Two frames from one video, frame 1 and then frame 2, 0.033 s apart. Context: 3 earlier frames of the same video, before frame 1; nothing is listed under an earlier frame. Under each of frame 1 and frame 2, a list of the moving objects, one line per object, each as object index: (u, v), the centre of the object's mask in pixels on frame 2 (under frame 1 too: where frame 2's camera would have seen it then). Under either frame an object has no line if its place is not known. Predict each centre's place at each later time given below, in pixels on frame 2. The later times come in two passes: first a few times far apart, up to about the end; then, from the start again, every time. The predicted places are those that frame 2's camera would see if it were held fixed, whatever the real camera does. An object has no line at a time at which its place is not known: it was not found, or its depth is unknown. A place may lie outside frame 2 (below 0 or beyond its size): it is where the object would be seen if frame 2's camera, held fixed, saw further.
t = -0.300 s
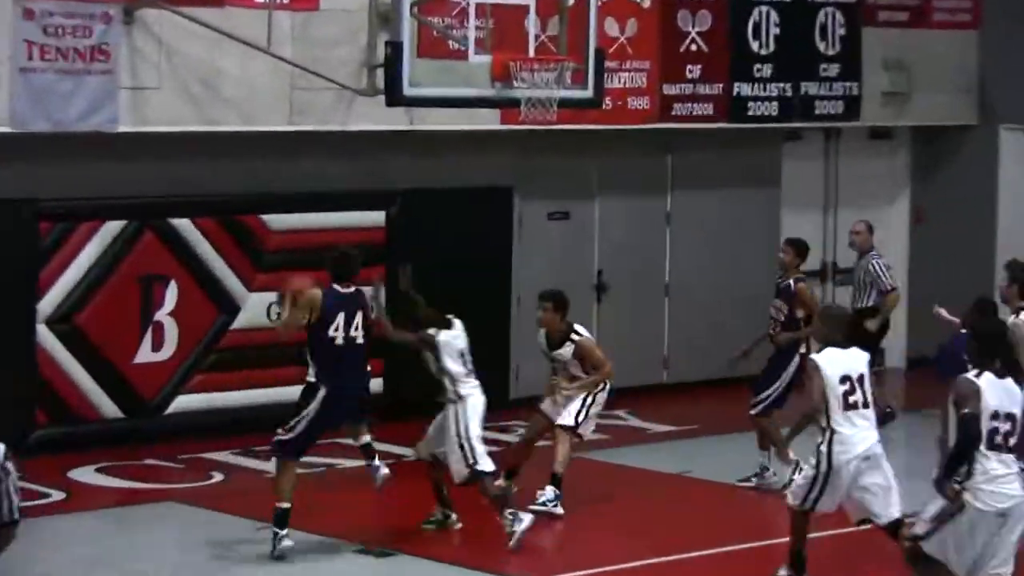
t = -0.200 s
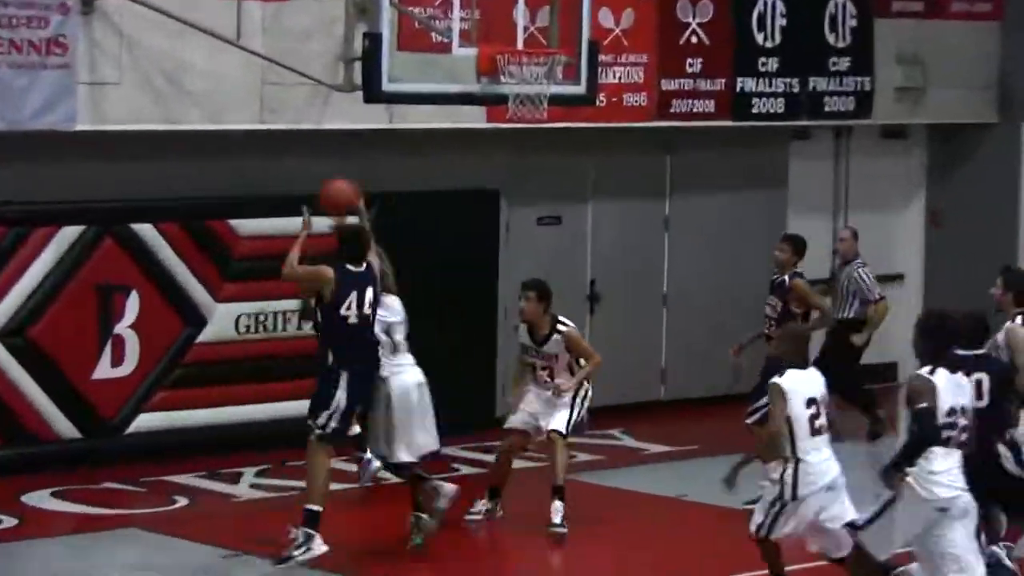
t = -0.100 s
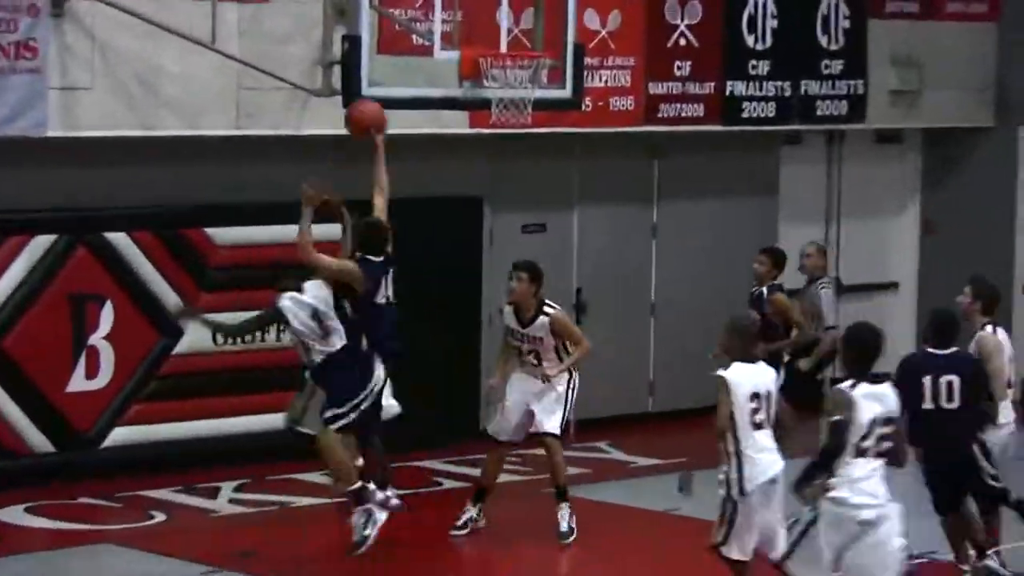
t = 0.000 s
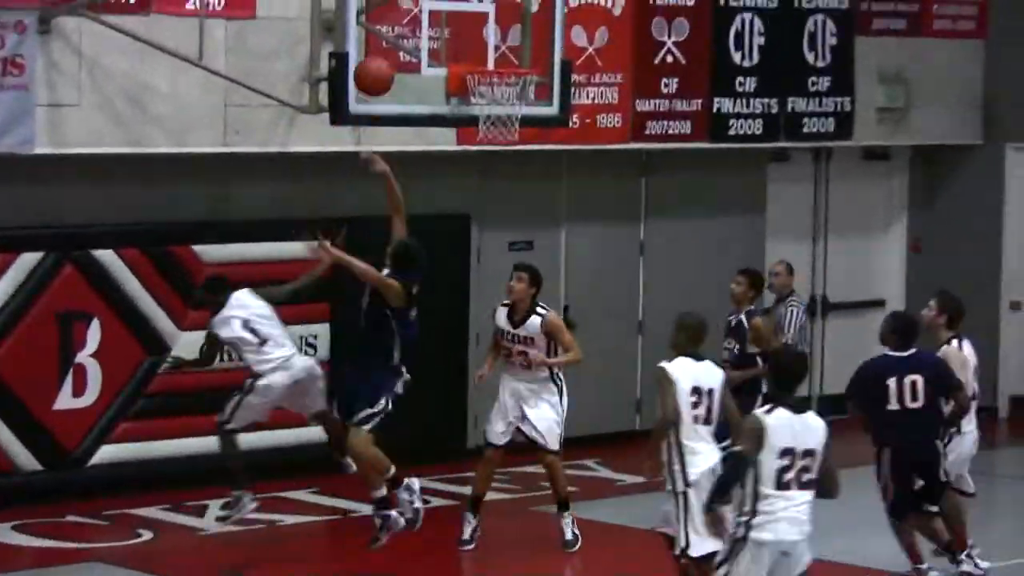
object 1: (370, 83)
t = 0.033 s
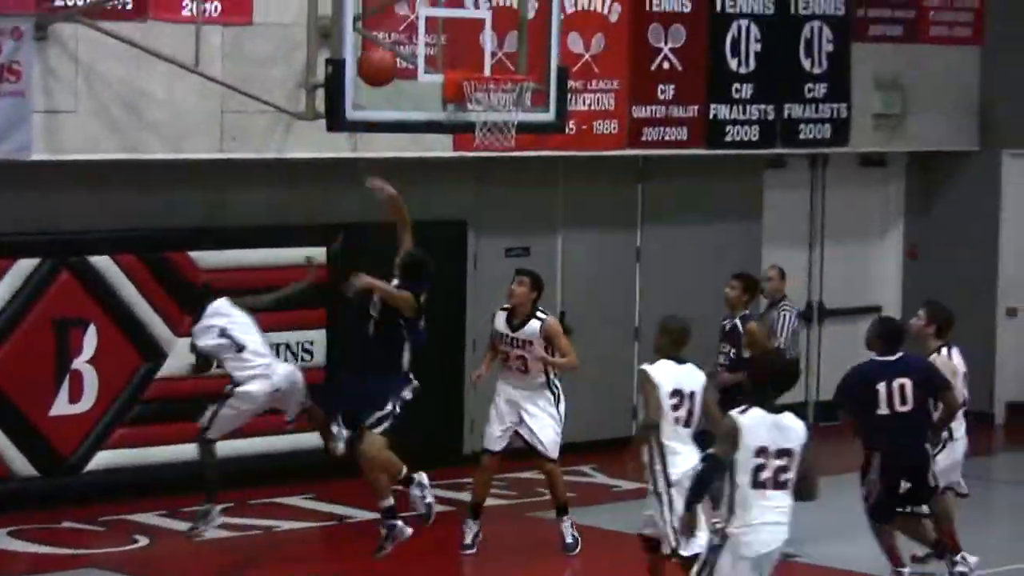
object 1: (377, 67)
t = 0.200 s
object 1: (410, 14)
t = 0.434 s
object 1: (461, 34)
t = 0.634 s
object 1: (506, 126)
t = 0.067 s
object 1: (384, 52)
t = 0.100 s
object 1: (391, 39)
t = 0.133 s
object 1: (397, 29)
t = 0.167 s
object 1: (404, 20)
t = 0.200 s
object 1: (410, 14)
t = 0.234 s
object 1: (417, 10)
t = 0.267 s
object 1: (424, 7)
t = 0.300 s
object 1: (430, 9)
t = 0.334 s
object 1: (439, 13)
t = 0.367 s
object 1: (446, 19)
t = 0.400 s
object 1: (454, 27)
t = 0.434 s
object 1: (461, 34)
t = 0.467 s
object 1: (468, 47)
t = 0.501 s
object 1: (473, 56)
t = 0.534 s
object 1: (485, 66)
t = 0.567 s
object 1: (494, 93)
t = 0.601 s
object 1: (501, 110)
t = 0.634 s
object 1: (506, 126)
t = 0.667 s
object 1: (514, 145)
